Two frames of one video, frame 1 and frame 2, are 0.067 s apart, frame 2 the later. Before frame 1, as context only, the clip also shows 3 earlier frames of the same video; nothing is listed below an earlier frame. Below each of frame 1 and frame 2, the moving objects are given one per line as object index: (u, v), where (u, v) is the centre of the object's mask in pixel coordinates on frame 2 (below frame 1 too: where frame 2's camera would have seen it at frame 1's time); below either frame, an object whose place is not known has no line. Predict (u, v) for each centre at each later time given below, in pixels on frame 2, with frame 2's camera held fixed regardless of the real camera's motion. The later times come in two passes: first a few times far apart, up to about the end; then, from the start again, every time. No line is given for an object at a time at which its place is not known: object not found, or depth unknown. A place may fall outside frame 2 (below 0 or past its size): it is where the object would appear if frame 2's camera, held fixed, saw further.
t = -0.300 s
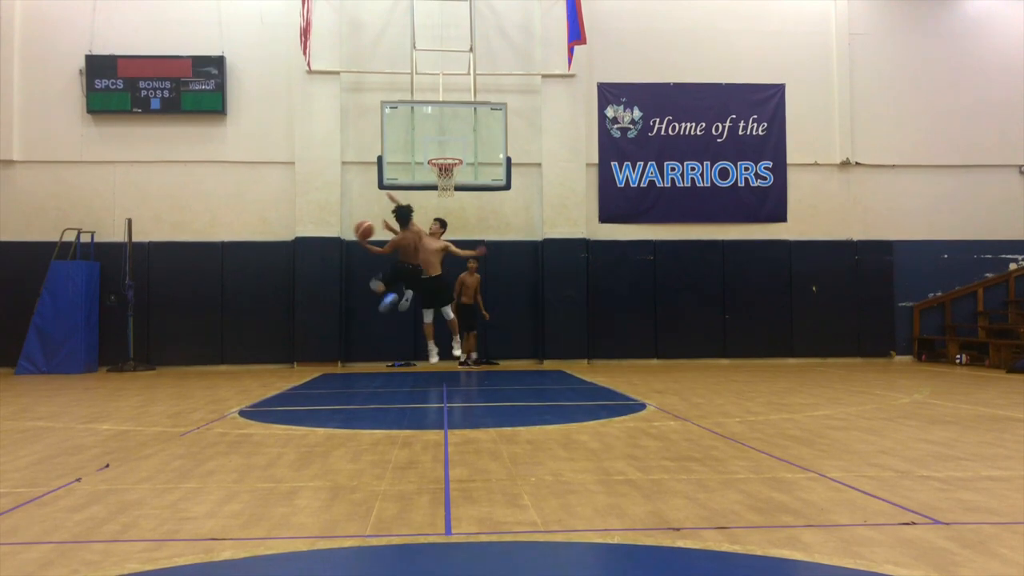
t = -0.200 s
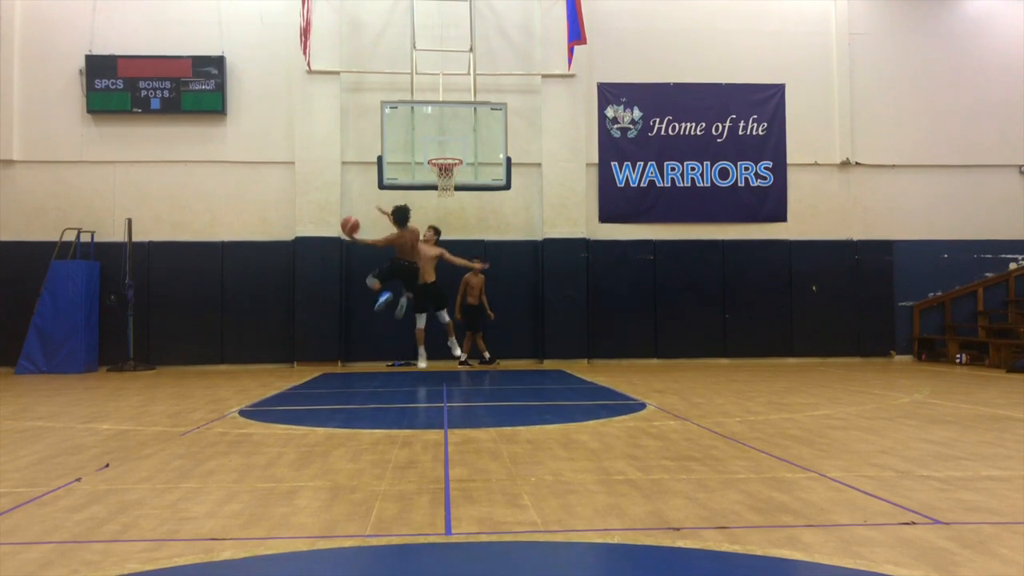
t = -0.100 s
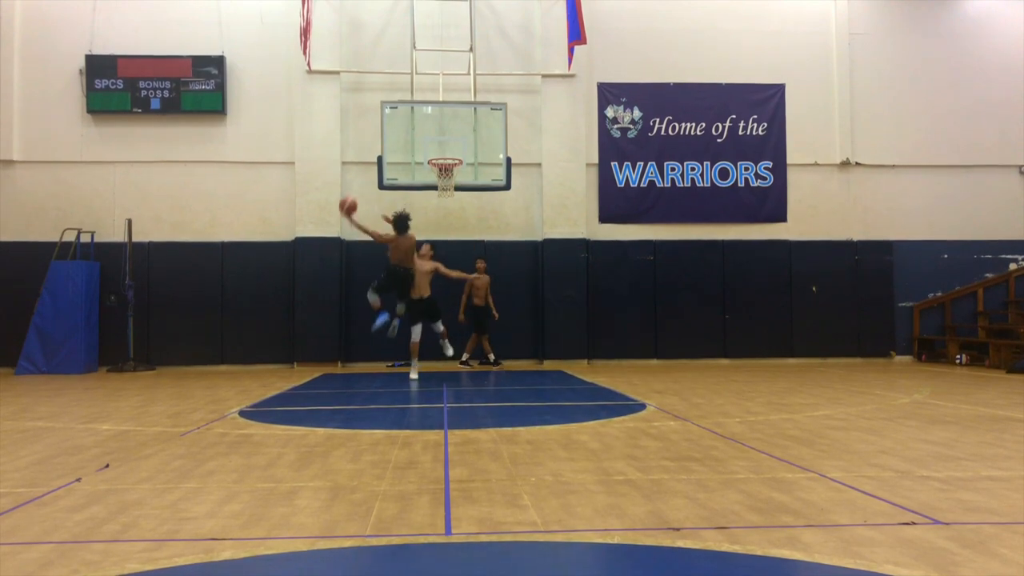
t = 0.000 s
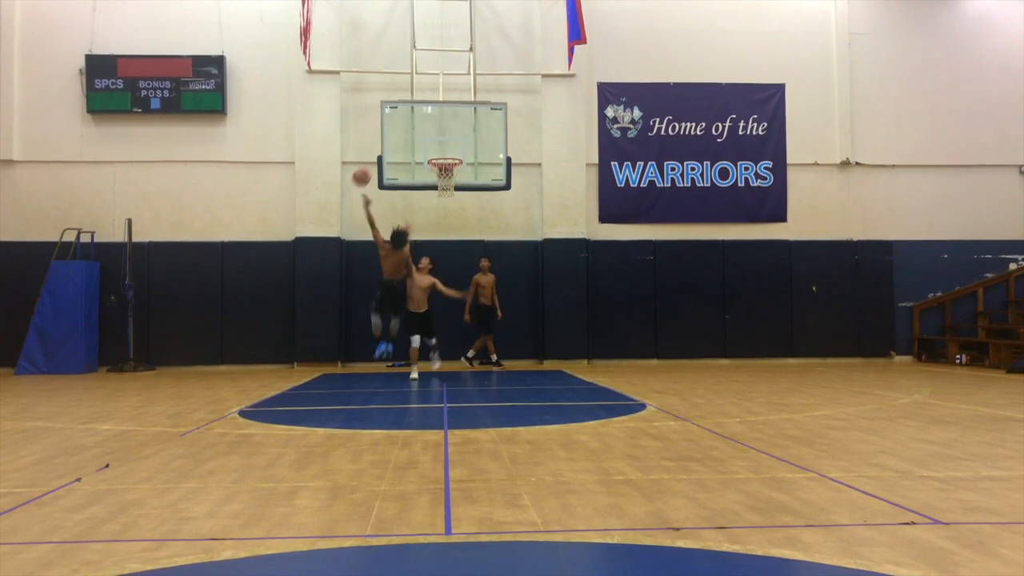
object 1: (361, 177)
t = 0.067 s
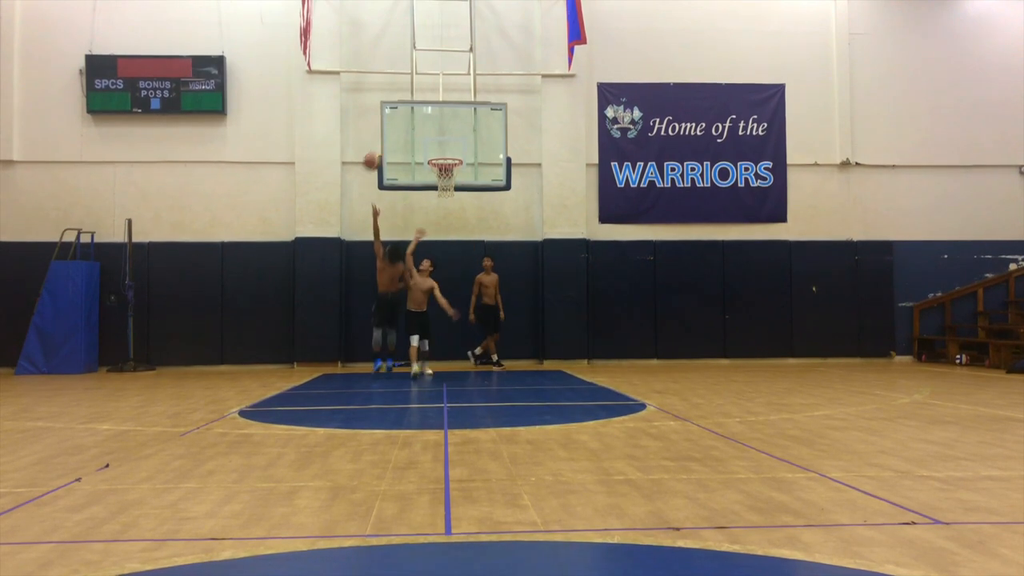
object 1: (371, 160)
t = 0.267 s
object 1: (402, 133)
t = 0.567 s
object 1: (440, 136)
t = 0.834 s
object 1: (442, 154)
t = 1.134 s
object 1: (438, 153)
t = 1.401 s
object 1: (440, 154)
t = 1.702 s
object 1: (446, 169)
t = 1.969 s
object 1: (450, 222)
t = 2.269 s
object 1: (454, 340)
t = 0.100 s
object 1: (377, 154)
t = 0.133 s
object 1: (383, 148)
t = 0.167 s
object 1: (388, 144)
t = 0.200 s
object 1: (392, 140)
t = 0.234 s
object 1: (397, 136)
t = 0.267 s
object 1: (402, 133)
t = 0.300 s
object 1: (408, 132)
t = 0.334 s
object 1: (412, 131)
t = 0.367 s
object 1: (417, 130)
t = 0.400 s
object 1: (422, 131)
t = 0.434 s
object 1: (427, 132)
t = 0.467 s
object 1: (431, 134)
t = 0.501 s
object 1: (434, 135)
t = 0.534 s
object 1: (437, 135)
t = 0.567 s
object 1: (440, 136)
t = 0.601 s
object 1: (443, 138)
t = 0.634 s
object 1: (445, 141)
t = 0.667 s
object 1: (448, 144)
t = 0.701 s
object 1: (451, 148)
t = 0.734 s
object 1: (454, 153)
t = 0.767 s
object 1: (451, 154)
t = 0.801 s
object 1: (446, 153)
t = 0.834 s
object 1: (442, 154)
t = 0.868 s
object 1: (437, 153)
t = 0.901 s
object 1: (436, 153)
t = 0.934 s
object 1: (436, 151)
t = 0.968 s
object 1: (437, 150)
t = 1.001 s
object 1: (437, 149)
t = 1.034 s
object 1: (437, 150)
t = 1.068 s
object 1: (437, 151)
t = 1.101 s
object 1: (438, 152)
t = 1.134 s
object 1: (438, 153)
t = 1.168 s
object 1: (438, 153)
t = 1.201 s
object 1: (438, 151)
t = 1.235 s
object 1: (439, 150)
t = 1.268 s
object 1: (439, 150)
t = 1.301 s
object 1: (439, 150)
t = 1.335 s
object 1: (440, 151)
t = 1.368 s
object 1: (440, 153)
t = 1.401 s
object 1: (440, 154)
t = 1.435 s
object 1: (441, 153)
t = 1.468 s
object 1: (441, 152)
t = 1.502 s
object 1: (442, 152)
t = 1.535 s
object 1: (443, 152)
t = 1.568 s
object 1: (443, 154)
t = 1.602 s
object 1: (444, 155)
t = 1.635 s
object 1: (445, 156)
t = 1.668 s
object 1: (446, 164)
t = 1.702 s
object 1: (446, 169)
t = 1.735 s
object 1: (448, 171)
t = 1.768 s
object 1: (450, 177)
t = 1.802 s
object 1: (452, 182)
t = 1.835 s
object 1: (451, 191)
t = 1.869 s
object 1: (449, 198)
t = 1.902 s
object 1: (449, 205)
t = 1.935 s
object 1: (449, 213)
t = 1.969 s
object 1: (450, 222)
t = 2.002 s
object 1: (450, 232)
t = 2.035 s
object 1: (451, 244)
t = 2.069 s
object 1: (451, 254)
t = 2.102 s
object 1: (452, 267)
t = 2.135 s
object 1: (452, 279)
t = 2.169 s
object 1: (452, 293)
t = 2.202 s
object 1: (453, 308)
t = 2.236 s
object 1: (453, 323)
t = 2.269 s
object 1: (454, 340)
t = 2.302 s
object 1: (454, 355)
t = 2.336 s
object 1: (455, 368)
